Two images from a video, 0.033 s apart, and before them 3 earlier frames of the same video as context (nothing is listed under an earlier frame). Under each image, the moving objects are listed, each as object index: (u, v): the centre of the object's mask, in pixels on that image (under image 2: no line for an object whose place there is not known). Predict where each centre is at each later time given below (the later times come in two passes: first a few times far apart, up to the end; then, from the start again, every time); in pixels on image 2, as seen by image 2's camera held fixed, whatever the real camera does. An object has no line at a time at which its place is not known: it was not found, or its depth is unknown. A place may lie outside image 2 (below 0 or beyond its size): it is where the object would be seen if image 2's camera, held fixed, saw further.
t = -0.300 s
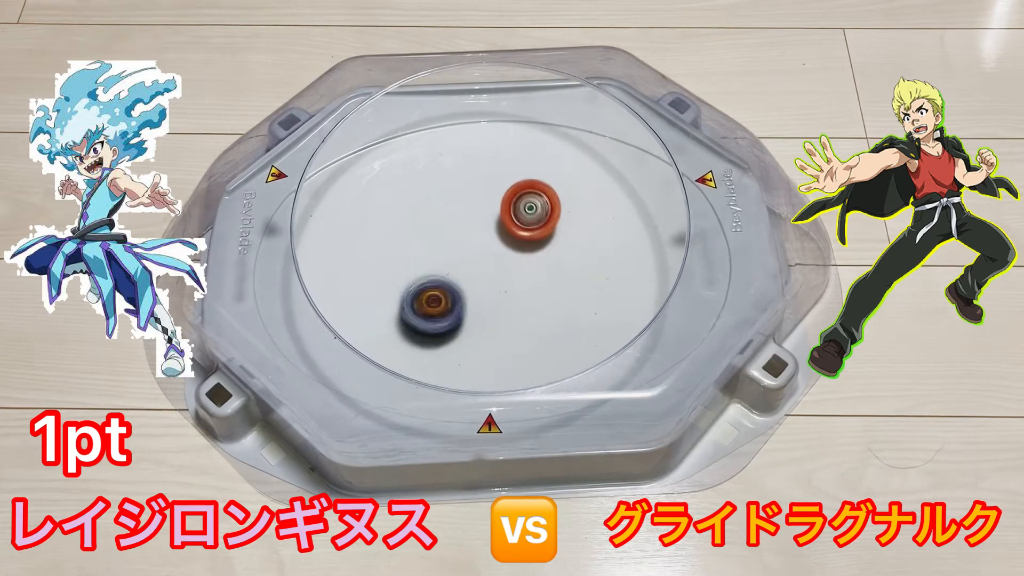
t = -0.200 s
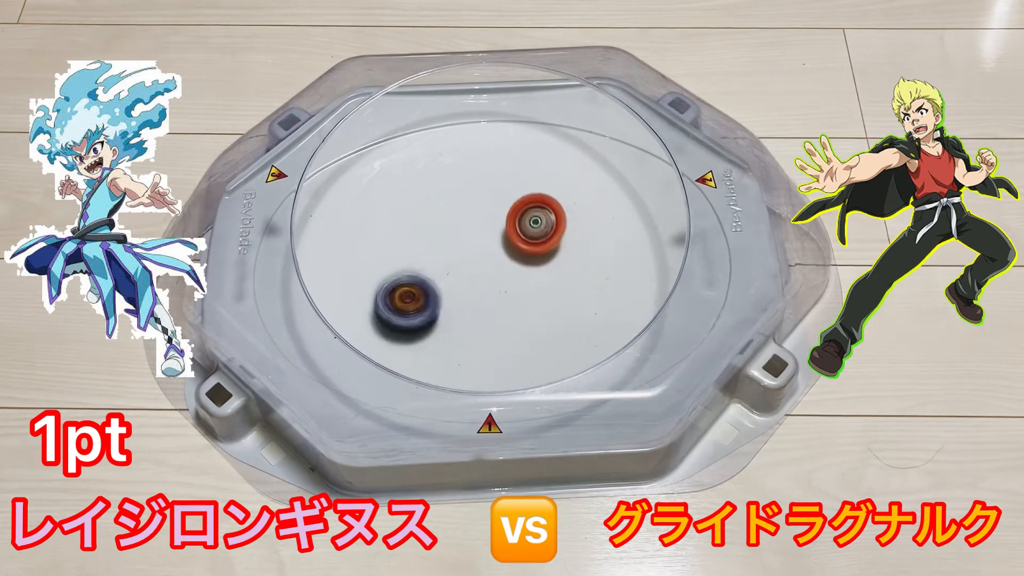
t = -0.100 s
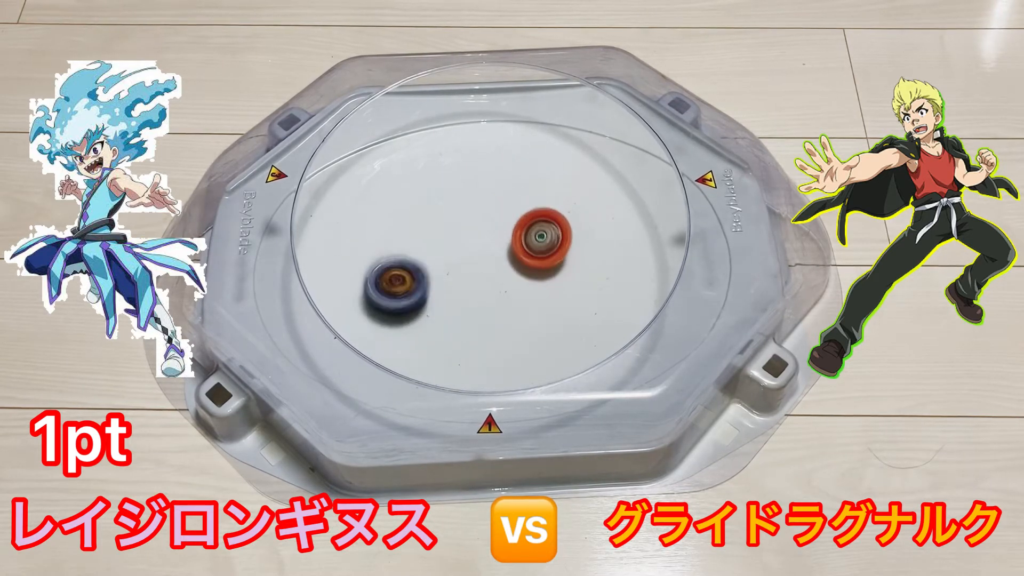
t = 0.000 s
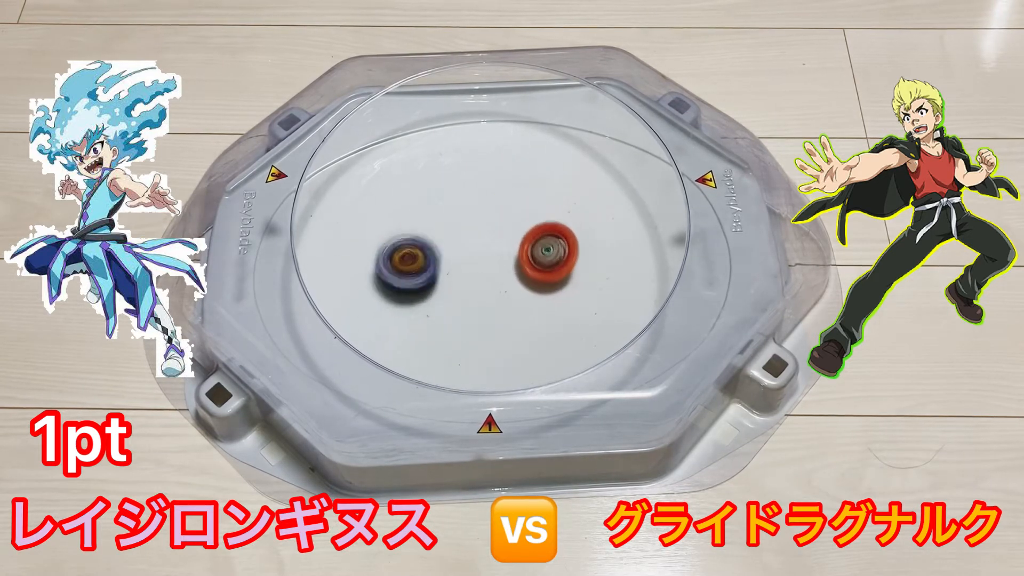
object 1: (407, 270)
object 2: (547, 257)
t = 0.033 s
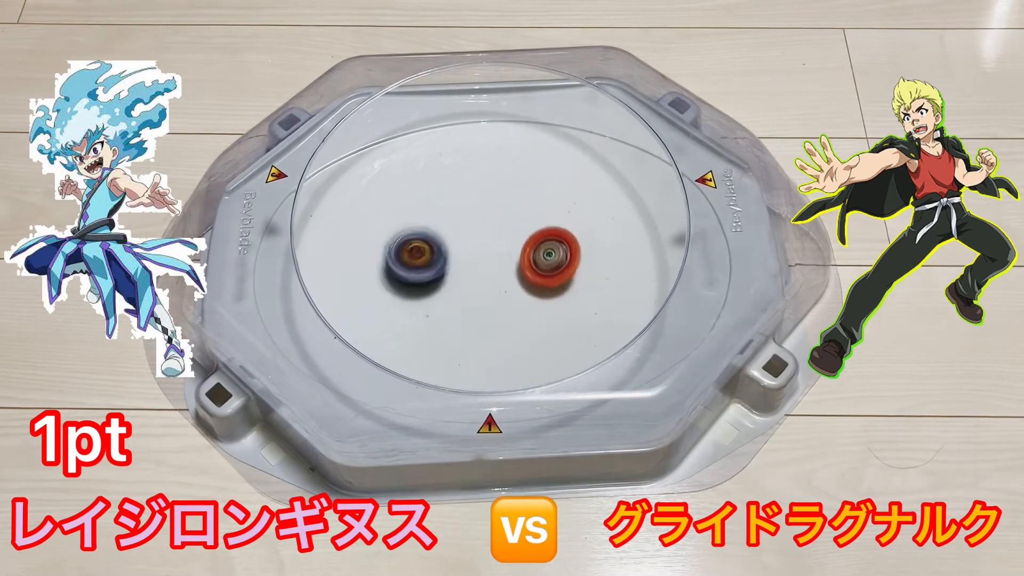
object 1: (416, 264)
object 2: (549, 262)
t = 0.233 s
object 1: (485, 251)
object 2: (564, 290)
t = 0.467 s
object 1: (550, 256)
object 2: (577, 314)
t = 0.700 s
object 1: (569, 237)
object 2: (568, 341)
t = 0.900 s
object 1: (587, 204)
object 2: (551, 333)
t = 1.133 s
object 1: (590, 212)
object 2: (516, 306)
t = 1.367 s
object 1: (539, 254)
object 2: (469, 266)
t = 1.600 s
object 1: (464, 275)
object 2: (418, 218)
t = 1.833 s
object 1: (389, 280)
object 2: (397, 193)
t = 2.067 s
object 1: (333, 262)
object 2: (405, 206)
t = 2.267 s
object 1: (354, 241)
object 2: (427, 229)
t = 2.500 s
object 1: (372, 256)
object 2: (502, 256)
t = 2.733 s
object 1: (383, 285)
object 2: (561, 284)
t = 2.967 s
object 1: (403, 304)
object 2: (596, 310)
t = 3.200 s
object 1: (446, 304)
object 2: (593, 315)
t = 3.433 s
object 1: (496, 294)
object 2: (573, 298)
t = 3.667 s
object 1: (463, 263)
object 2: (640, 275)
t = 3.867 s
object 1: (486, 237)
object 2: (630, 264)
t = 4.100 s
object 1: (540, 235)
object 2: (610, 253)
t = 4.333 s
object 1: (531, 269)
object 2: (615, 254)
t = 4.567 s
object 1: (482, 289)
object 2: (603, 254)
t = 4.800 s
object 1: (428, 283)
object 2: (585, 256)
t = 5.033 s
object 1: (420, 250)
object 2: (562, 258)
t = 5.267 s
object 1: (472, 249)
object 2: (538, 257)
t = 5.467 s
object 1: (438, 258)
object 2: (590, 268)
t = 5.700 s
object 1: (420, 254)
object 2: (584, 269)
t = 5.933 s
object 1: (439, 266)
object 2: (573, 270)
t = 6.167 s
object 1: (448, 294)
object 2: (556, 271)
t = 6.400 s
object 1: (449, 292)
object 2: (537, 266)
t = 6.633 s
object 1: (473, 275)
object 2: (539, 258)
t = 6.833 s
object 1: (482, 274)
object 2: (557, 245)
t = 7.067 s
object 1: (478, 275)
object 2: (557, 245)
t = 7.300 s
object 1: (474, 273)
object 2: (542, 254)
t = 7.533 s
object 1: (466, 270)
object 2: (532, 266)
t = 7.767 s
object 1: (453, 261)
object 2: (528, 280)
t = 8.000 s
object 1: (451, 253)
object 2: (520, 275)
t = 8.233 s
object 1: (450, 254)
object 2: (526, 275)
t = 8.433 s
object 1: (442, 259)
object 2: (528, 274)
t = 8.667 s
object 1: (440, 267)
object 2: (529, 268)
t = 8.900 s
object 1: (442, 276)
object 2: (533, 268)
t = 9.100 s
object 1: (451, 281)
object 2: (534, 271)
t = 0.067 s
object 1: (426, 258)
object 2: (551, 266)
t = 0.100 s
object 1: (437, 253)
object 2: (553, 271)
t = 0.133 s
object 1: (449, 251)
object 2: (556, 276)
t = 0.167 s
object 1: (461, 250)
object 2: (559, 281)
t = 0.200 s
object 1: (473, 250)
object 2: (562, 285)
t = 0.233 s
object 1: (485, 251)
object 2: (564, 290)
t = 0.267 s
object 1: (497, 252)
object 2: (567, 294)
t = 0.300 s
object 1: (508, 254)
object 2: (568, 298)
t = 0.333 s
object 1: (520, 256)
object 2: (569, 301)
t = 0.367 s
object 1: (530, 257)
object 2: (570, 303)
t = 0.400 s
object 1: (540, 258)
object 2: (572, 306)
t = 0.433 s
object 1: (545, 256)
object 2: (576, 311)
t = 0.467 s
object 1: (550, 256)
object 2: (577, 314)
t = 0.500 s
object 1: (556, 257)
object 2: (576, 316)
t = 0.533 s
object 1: (561, 258)
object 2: (575, 318)
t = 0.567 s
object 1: (566, 260)
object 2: (573, 319)
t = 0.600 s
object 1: (568, 259)
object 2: (573, 324)
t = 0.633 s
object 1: (568, 252)
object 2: (572, 333)
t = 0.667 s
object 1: (568, 244)
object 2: (570, 339)
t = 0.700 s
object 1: (569, 237)
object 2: (568, 341)
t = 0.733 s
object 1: (571, 230)
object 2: (566, 342)
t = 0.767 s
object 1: (573, 223)
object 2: (564, 341)
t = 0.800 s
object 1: (576, 217)
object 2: (561, 340)
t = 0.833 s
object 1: (580, 212)
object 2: (558, 338)
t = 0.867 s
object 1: (584, 207)
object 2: (555, 336)
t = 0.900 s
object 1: (587, 204)
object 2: (551, 333)
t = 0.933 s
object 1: (590, 201)
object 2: (546, 330)
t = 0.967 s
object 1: (593, 200)
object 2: (542, 327)
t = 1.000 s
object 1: (594, 200)
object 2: (537, 323)
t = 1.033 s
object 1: (594, 202)
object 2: (532, 319)
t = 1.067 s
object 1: (594, 204)
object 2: (527, 315)
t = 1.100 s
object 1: (592, 208)
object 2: (522, 311)
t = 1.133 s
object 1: (590, 212)
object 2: (516, 306)
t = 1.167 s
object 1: (586, 217)
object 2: (510, 302)
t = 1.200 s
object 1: (581, 223)
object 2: (503, 297)
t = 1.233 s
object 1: (574, 230)
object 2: (497, 292)
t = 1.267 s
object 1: (566, 236)
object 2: (490, 287)
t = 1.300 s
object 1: (557, 242)
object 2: (484, 280)
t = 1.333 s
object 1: (548, 248)
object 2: (477, 274)
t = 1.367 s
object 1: (539, 254)
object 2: (469, 266)
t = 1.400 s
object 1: (528, 259)
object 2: (461, 259)
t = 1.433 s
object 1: (518, 262)
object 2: (453, 251)
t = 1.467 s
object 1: (507, 265)
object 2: (445, 244)
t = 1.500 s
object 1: (497, 268)
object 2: (438, 237)
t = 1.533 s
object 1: (486, 270)
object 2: (431, 230)
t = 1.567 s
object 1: (475, 273)
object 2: (424, 224)
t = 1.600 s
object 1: (464, 275)
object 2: (418, 218)
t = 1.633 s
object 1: (453, 278)
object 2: (413, 213)
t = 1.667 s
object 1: (442, 281)
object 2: (409, 208)
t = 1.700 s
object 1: (431, 282)
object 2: (405, 203)
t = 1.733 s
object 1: (421, 282)
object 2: (402, 200)
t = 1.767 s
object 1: (410, 281)
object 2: (400, 196)
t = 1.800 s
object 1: (399, 281)
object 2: (398, 194)
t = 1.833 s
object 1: (389, 280)
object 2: (397, 193)
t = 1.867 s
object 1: (379, 279)
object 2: (397, 193)
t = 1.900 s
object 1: (369, 278)
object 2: (397, 194)
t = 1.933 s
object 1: (360, 276)
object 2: (397, 195)
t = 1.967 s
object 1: (350, 274)
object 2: (399, 197)
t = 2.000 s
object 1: (342, 271)
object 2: (400, 200)
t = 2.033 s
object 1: (337, 267)
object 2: (402, 203)
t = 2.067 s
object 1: (333, 262)
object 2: (405, 206)
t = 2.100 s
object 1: (331, 257)
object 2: (408, 210)
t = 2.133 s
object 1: (331, 252)
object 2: (411, 213)
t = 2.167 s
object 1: (333, 248)
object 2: (415, 217)
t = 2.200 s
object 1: (339, 244)
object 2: (419, 221)
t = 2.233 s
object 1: (346, 242)
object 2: (423, 225)
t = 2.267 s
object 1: (354, 241)
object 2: (427, 229)
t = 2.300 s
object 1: (365, 240)
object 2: (432, 233)
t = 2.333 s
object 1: (371, 240)
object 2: (439, 236)
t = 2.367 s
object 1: (370, 242)
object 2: (455, 239)
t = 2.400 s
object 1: (370, 244)
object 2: (469, 243)
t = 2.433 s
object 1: (370, 248)
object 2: (481, 248)
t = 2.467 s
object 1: (371, 251)
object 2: (492, 252)
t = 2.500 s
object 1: (372, 256)
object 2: (502, 256)
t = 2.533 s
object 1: (374, 260)
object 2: (512, 260)
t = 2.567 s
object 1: (375, 264)
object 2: (522, 264)
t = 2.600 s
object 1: (376, 269)
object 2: (531, 268)
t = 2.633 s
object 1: (378, 273)
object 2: (540, 273)
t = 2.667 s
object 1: (379, 277)
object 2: (548, 277)
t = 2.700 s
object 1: (381, 281)
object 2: (555, 280)
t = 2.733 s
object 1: (383, 285)
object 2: (561, 284)
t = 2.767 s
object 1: (384, 289)
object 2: (567, 288)
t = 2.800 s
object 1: (386, 293)
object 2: (573, 292)
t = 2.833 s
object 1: (389, 296)
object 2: (578, 296)
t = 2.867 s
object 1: (392, 298)
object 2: (583, 299)
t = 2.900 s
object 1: (395, 301)
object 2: (588, 303)
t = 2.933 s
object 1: (399, 302)
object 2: (592, 307)
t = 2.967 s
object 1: (403, 304)
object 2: (596, 310)
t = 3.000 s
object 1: (409, 305)
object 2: (598, 313)
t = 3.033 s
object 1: (414, 305)
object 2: (599, 316)
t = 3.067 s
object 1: (420, 305)
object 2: (599, 318)
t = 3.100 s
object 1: (426, 305)
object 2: (599, 318)
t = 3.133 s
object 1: (432, 305)
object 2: (598, 318)
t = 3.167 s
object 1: (439, 305)
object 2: (596, 317)
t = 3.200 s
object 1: (446, 304)
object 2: (593, 315)
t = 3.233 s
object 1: (453, 303)
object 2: (591, 313)
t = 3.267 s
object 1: (461, 302)
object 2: (588, 310)
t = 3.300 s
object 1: (468, 302)
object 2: (586, 308)
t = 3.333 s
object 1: (476, 301)
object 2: (583, 305)
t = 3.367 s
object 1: (482, 299)
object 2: (580, 303)
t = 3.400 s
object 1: (489, 296)
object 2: (576, 300)
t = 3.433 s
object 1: (496, 294)
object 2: (573, 298)
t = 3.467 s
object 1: (503, 290)
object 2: (569, 296)
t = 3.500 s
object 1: (498, 286)
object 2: (581, 292)
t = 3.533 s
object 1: (487, 282)
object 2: (599, 289)
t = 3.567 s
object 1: (478, 276)
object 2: (614, 285)
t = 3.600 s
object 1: (470, 272)
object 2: (626, 281)
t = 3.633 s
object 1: (465, 268)
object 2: (635, 278)
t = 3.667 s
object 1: (463, 263)
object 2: (640, 275)
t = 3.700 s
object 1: (463, 259)
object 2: (642, 273)
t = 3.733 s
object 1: (465, 255)
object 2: (641, 271)
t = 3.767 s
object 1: (468, 250)
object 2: (638, 269)
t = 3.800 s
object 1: (473, 245)
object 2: (635, 267)
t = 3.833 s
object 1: (479, 241)
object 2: (633, 265)
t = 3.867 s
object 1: (486, 237)
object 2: (630, 264)
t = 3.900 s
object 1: (493, 234)
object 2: (627, 262)
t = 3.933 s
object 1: (501, 232)
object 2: (624, 260)
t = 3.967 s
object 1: (509, 231)
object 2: (621, 259)
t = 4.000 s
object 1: (517, 230)
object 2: (618, 257)
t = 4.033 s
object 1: (524, 230)
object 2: (615, 256)
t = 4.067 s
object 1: (532, 232)
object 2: (613, 254)
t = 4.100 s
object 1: (540, 235)
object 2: (610, 253)
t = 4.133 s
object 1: (546, 239)
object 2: (607, 252)
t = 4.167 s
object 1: (545, 242)
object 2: (611, 252)
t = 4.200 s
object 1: (543, 247)
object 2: (616, 253)
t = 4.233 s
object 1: (542, 254)
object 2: (618, 254)
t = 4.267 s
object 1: (540, 260)
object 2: (618, 254)
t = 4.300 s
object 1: (536, 265)
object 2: (616, 254)
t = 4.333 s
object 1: (531, 269)
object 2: (615, 254)
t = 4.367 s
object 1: (524, 273)
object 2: (613, 254)
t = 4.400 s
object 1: (518, 276)
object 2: (612, 253)
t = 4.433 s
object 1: (511, 279)
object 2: (611, 253)
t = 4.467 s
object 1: (504, 282)
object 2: (609, 253)
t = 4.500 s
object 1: (497, 285)
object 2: (608, 253)
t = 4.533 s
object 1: (490, 288)
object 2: (605, 253)
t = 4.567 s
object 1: (482, 289)
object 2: (603, 254)
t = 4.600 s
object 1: (474, 290)
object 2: (600, 254)
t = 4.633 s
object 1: (466, 290)
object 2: (598, 254)
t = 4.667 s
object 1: (457, 290)
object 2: (595, 255)
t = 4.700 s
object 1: (450, 290)
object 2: (593, 255)
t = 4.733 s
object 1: (442, 288)
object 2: (590, 255)
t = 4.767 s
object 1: (434, 286)
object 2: (588, 256)
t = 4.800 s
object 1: (428, 283)
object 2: (585, 256)
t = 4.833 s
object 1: (422, 279)
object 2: (582, 257)
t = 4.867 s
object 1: (417, 275)
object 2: (579, 257)
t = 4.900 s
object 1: (415, 269)
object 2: (575, 257)
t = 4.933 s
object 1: (413, 264)
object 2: (572, 257)
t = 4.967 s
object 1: (413, 259)
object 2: (569, 257)
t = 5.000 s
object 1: (416, 254)
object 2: (566, 257)
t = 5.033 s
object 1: (420, 250)
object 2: (562, 258)
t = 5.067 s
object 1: (426, 246)
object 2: (559, 258)
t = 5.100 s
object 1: (433, 244)
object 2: (556, 257)
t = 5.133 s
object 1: (440, 243)
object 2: (552, 257)
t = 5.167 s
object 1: (448, 243)
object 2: (548, 257)
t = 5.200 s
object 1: (456, 245)
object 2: (544, 257)
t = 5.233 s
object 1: (463, 246)
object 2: (541, 257)
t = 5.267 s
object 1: (472, 249)
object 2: (538, 257)
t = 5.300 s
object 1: (474, 252)
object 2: (541, 257)
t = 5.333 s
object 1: (465, 252)
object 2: (557, 260)
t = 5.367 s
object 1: (458, 253)
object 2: (570, 263)
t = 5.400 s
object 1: (451, 255)
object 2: (580, 265)
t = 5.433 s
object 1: (445, 256)
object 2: (586, 267)
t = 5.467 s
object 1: (438, 258)
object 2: (590, 268)
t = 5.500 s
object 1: (433, 258)
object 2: (591, 269)
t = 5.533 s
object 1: (429, 258)
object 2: (591, 270)
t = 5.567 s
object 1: (425, 256)
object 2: (590, 270)
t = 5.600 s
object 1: (423, 256)
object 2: (589, 270)
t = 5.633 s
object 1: (421, 255)
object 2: (587, 270)
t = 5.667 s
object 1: (420, 255)
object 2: (585, 269)
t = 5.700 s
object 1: (420, 254)
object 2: (584, 269)
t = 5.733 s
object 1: (421, 255)
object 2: (582, 269)
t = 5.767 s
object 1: (423, 256)
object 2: (581, 269)
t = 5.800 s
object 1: (425, 256)
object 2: (580, 269)
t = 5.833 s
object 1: (429, 258)
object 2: (578, 269)
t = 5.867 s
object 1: (431, 260)
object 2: (577, 269)
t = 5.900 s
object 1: (436, 263)
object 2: (575, 270)
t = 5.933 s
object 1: (439, 266)
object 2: (573, 270)
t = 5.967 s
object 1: (443, 270)
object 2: (571, 270)
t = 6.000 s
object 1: (445, 275)
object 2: (568, 270)
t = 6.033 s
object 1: (448, 280)
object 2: (566, 271)
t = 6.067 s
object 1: (450, 286)
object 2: (564, 271)
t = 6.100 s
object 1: (450, 289)
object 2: (561, 271)
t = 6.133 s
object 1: (449, 292)
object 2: (559, 271)
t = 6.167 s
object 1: (448, 294)
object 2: (556, 271)
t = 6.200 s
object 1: (447, 296)
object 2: (554, 270)
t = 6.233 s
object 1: (446, 297)
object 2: (551, 270)
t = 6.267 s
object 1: (446, 297)
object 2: (548, 269)
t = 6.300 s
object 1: (446, 297)
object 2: (545, 268)
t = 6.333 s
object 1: (447, 297)
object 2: (542, 267)
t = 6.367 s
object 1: (447, 295)
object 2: (539, 267)
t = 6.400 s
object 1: (449, 292)
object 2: (537, 266)
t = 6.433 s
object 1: (450, 289)
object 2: (535, 265)
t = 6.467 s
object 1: (454, 285)
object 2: (533, 265)
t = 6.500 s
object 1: (456, 282)
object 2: (531, 264)
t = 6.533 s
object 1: (463, 279)
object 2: (530, 263)
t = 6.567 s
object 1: (468, 276)
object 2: (530, 262)
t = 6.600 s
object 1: (470, 276)
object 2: (535, 260)
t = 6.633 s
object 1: (473, 275)
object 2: (539, 258)
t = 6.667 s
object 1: (476, 274)
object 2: (542, 256)
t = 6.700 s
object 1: (480, 273)
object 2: (545, 255)
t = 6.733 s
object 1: (483, 272)
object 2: (546, 254)
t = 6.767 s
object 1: (483, 273)
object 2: (551, 250)
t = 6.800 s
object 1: (482, 273)
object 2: (555, 248)
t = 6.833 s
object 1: (482, 274)
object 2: (557, 245)
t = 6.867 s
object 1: (481, 274)
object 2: (559, 244)
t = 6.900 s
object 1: (480, 274)
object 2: (560, 243)
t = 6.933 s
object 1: (481, 274)
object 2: (561, 242)
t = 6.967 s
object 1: (479, 275)
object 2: (560, 242)
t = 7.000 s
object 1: (479, 275)
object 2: (560, 243)
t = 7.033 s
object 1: (478, 275)
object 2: (558, 244)
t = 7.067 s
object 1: (478, 275)
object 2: (557, 245)
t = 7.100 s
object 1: (478, 274)
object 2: (555, 246)
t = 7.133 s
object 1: (477, 275)
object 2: (553, 248)
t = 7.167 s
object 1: (477, 275)
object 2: (552, 249)
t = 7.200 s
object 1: (476, 274)
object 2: (549, 250)
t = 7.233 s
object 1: (475, 274)
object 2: (547, 252)
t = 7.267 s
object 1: (475, 274)
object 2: (545, 253)
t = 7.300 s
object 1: (474, 273)
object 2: (542, 254)
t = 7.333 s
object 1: (474, 273)
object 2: (539, 255)
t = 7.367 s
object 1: (474, 272)
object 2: (536, 257)
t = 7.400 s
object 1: (472, 272)
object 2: (534, 258)
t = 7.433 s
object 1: (471, 272)
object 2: (535, 259)
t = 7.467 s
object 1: (469, 271)
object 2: (534, 261)
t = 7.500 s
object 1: (467, 270)
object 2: (534, 264)
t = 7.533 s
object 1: (466, 270)
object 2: (532, 266)
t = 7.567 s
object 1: (464, 269)
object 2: (531, 269)
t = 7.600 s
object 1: (463, 268)
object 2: (529, 271)
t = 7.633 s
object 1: (463, 267)
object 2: (527, 274)
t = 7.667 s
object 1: (462, 266)
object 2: (525, 276)
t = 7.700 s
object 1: (458, 264)
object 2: (528, 278)
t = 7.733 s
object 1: (456, 263)
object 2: (528, 280)
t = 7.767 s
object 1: (453, 261)
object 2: (528, 280)
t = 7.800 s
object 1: (451, 259)
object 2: (527, 280)
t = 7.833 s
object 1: (450, 257)
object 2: (526, 279)
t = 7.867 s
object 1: (449, 256)
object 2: (524, 278)
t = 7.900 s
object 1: (448, 255)
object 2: (523, 277)
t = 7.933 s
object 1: (448, 254)
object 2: (522, 276)
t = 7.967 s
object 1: (448, 253)
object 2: (521, 276)
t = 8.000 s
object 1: (451, 253)
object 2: (520, 275)
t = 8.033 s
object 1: (455, 252)
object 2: (519, 275)
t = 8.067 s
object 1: (456, 252)
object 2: (517, 274)
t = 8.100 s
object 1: (456, 253)
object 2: (517, 274)
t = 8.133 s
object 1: (455, 253)
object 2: (519, 274)
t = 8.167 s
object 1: (453, 253)
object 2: (523, 275)
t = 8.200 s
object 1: (451, 253)
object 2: (525, 275)
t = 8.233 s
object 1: (450, 254)
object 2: (526, 275)
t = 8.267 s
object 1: (448, 255)
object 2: (527, 275)
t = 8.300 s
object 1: (446, 256)
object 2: (528, 275)
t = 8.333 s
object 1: (444, 257)
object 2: (528, 275)
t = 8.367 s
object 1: (444, 257)
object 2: (528, 275)
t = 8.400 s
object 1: (443, 258)
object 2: (528, 274)
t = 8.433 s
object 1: (442, 259)
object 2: (528, 274)
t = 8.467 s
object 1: (442, 260)
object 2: (528, 273)
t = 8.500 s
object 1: (441, 261)
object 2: (528, 272)
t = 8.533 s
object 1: (441, 261)
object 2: (527, 271)
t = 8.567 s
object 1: (440, 263)
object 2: (528, 271)
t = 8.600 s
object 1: (440, 264)
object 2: (528, 270)
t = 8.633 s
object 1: (441, 265)
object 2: (529, 269)
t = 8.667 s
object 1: (440, 267)
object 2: (529, 268)
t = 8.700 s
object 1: (440, 268)
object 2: (530, 268)
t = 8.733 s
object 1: (441, 270)
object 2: (531, 268)
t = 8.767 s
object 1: (441, 272)
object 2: (532, 268)
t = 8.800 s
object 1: (441, 273)
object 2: (532, 267)
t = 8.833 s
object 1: (441, 275)
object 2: (532, 267)
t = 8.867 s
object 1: (440, 275)
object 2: (533, 268)
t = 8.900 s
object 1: (442, 276)
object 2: (533, 268)
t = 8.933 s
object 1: (443, 275)
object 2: (534, 268)
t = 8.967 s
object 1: (444, 276)
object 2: (534, 269)
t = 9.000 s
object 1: (444, 277)
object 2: (534, 269)
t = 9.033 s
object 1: (447, 279)
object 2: (534, 270)
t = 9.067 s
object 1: (450, 280)
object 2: (534, 271)
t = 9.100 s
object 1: (451, 281)
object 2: (534, 271)
